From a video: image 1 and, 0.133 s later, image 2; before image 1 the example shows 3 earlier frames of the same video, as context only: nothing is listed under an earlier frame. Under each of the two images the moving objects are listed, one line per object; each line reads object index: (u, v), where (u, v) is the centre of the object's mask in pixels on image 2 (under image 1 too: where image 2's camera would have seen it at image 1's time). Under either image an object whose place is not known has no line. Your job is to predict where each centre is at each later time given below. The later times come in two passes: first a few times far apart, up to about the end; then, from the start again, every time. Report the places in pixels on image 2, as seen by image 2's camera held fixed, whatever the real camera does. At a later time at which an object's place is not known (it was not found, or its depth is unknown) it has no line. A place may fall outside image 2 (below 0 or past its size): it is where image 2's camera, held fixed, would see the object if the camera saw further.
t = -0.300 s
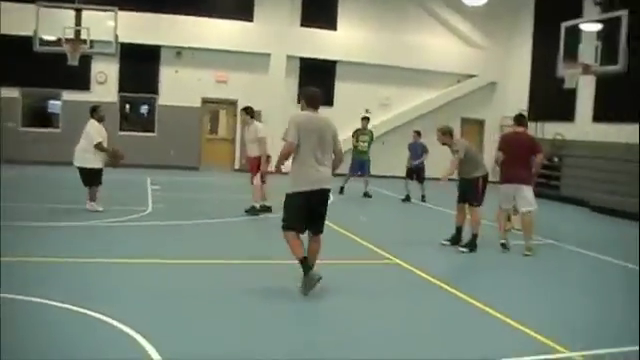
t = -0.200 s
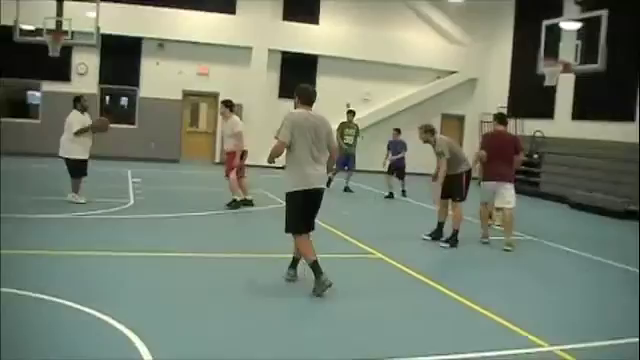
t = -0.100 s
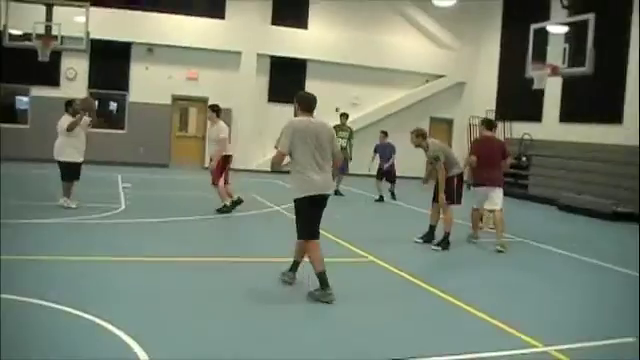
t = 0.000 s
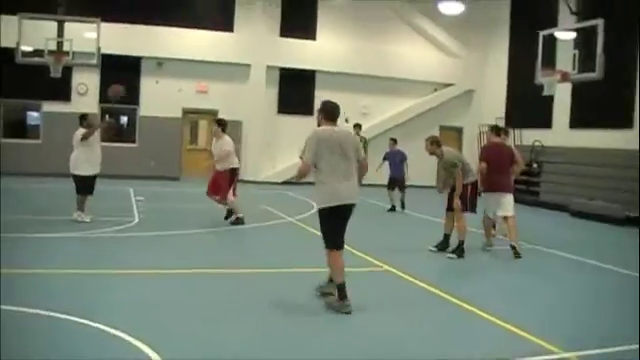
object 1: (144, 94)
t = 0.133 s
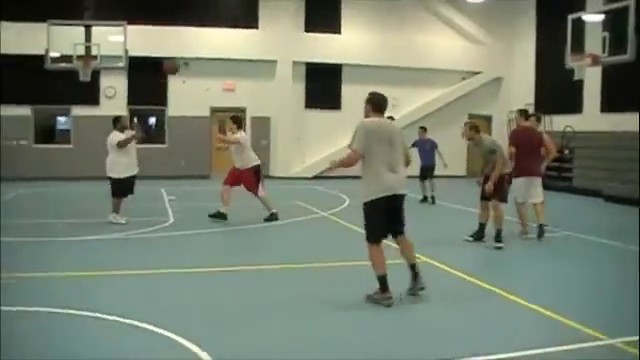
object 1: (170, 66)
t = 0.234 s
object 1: (195, 50)
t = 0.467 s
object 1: (258, 41)
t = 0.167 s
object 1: (180, 60)
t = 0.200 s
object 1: (187, 55)
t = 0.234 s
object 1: (195, 50)
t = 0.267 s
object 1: (203, 47)
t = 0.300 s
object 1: (211, 44)
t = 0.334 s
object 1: (220, 42)
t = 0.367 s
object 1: (229, 41)
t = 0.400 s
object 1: (238, 40)
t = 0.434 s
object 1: (248, 40)
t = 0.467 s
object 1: (258, 41)
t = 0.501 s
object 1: (268, 44)
